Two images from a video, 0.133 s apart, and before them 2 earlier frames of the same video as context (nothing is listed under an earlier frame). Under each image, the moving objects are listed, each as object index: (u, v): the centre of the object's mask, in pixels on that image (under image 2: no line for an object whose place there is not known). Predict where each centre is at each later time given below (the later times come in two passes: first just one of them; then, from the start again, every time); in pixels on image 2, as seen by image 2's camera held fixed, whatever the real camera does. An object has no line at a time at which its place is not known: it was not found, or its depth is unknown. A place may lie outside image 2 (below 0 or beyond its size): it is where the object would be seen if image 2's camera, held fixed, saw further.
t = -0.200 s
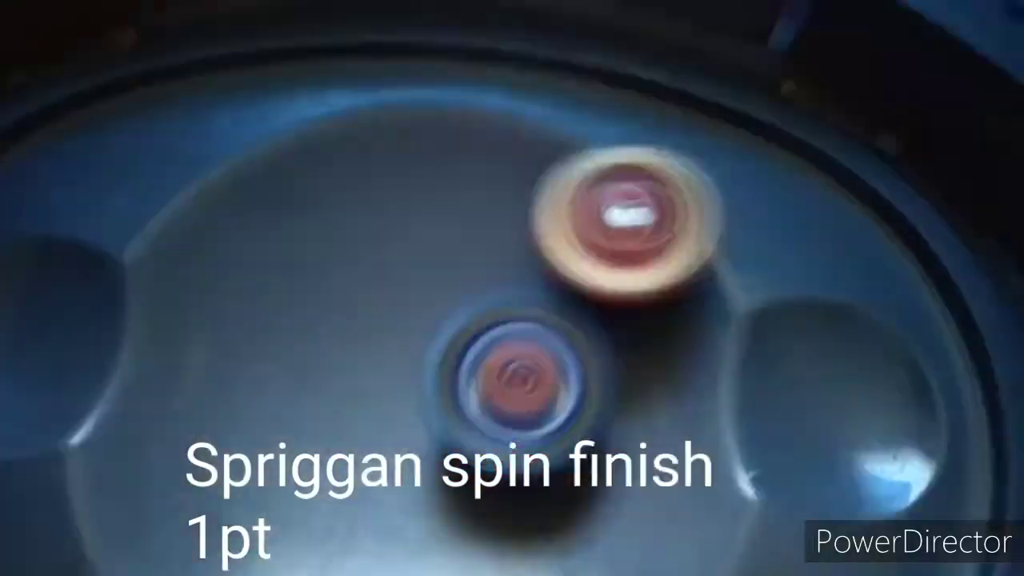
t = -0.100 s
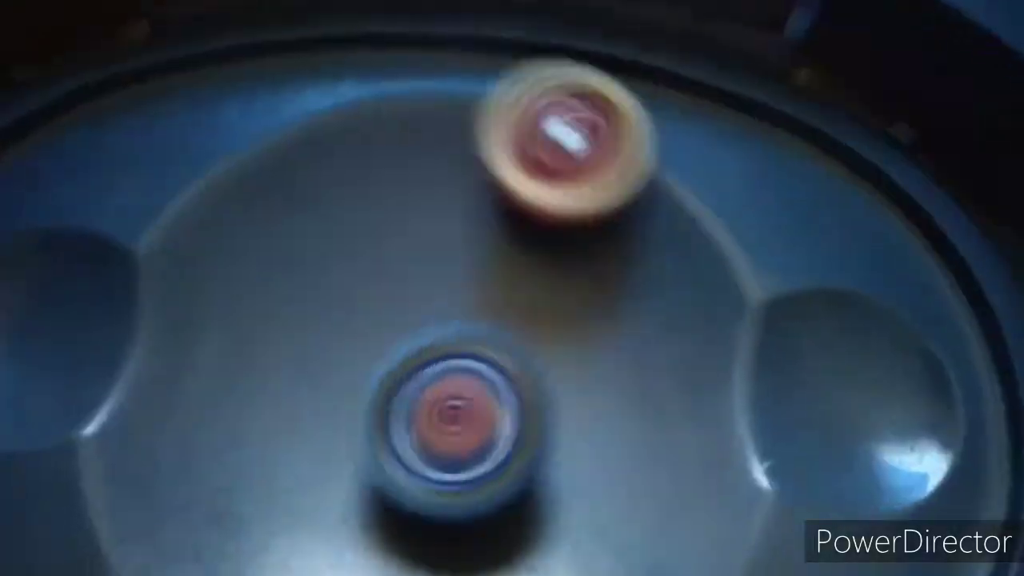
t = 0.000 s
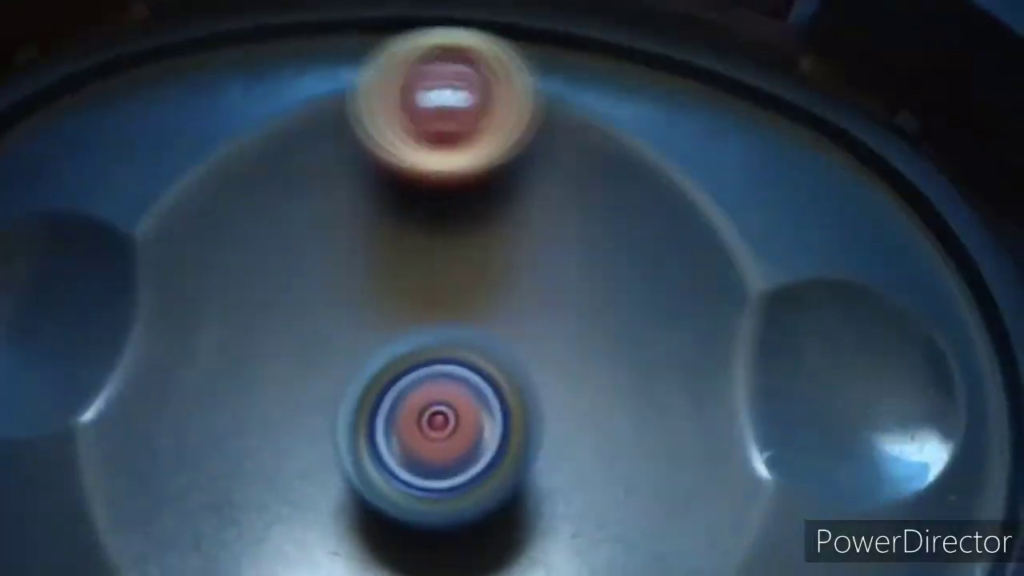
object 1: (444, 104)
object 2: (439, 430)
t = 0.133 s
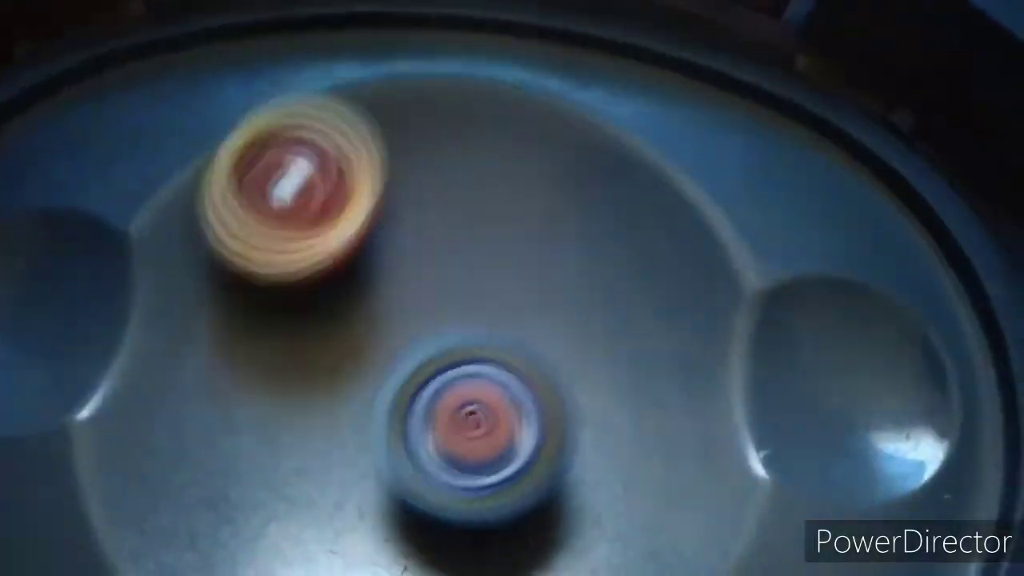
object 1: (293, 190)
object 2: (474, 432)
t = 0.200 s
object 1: (263, 269)
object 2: (504, 415)
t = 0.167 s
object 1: (272, 228)
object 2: (492, 426)
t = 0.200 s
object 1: (263, 269)
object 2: (504, 415)
